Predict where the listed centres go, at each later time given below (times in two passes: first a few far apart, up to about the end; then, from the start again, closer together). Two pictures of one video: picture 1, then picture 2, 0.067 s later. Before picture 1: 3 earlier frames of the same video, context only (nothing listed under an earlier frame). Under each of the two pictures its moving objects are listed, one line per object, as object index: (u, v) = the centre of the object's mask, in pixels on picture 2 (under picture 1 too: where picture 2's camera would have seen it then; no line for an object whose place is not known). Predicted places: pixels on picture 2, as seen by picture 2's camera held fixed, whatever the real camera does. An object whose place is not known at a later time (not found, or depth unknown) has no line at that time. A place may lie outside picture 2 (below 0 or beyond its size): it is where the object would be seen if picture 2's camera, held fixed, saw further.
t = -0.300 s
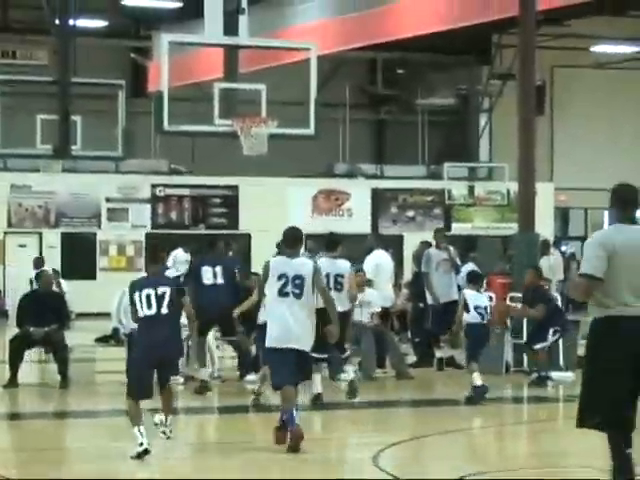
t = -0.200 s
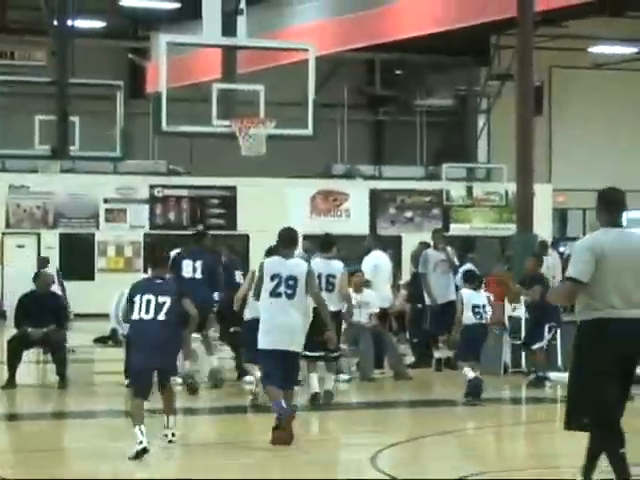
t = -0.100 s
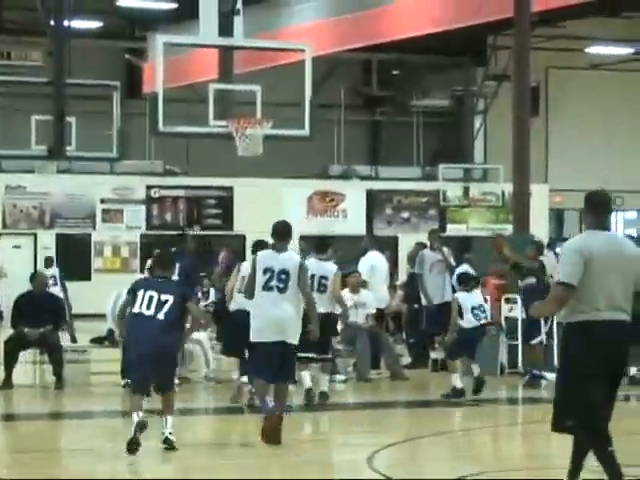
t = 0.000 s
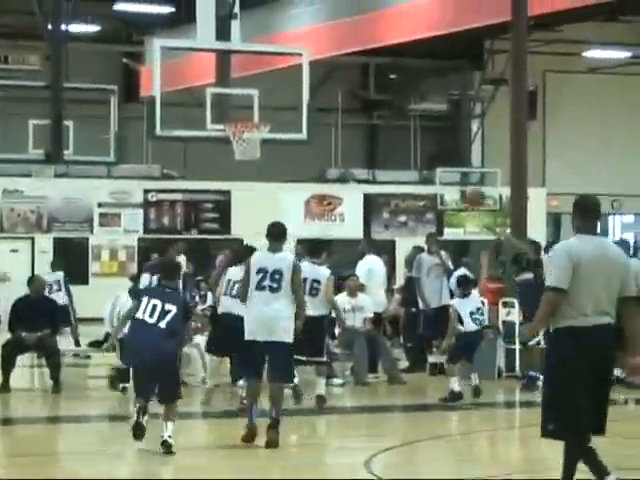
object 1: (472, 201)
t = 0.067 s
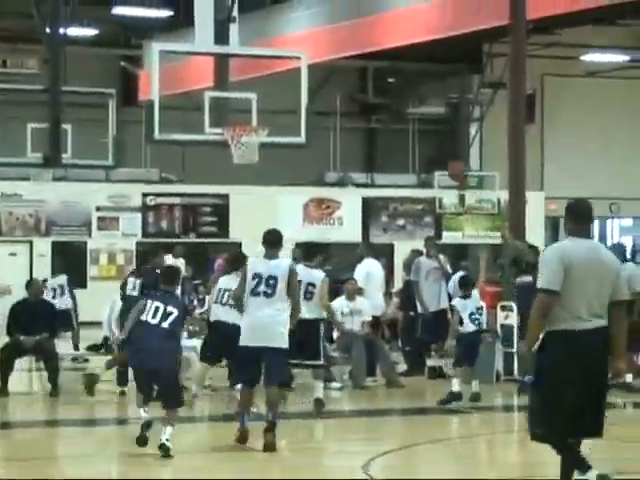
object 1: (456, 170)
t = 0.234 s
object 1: (415, 111)
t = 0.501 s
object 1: (346, 67)
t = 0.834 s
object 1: (258, 99)
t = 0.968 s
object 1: (245, 134)
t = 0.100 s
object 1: (448, 156)
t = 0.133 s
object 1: (441, 143)
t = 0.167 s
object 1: (432, 133)
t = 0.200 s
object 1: (425, 124)
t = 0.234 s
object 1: (415, 111)
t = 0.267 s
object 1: (408, 105)
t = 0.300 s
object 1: (399, 96)
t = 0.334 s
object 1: (391, 89)
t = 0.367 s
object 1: (381, 84)
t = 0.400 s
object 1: (374, 79)
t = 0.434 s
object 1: (364, 76)
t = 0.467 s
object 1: (357, 70)
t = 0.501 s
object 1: (346, 67)
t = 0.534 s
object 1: (338, 68)
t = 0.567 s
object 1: (330, 68)
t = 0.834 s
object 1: (258, 99)
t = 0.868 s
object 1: (250, 109)
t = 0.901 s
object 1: (242, 119)
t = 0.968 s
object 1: (245, 134)
